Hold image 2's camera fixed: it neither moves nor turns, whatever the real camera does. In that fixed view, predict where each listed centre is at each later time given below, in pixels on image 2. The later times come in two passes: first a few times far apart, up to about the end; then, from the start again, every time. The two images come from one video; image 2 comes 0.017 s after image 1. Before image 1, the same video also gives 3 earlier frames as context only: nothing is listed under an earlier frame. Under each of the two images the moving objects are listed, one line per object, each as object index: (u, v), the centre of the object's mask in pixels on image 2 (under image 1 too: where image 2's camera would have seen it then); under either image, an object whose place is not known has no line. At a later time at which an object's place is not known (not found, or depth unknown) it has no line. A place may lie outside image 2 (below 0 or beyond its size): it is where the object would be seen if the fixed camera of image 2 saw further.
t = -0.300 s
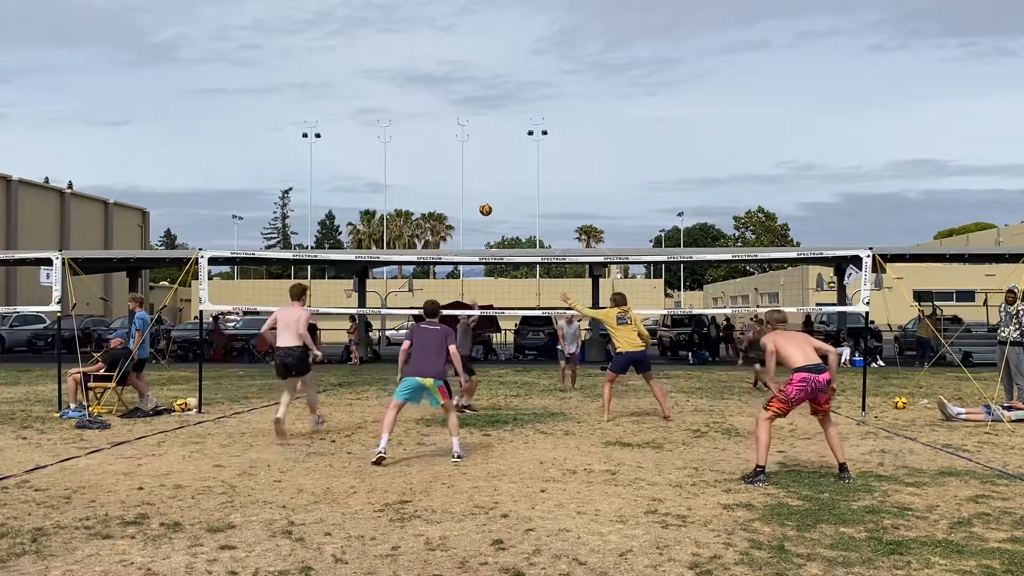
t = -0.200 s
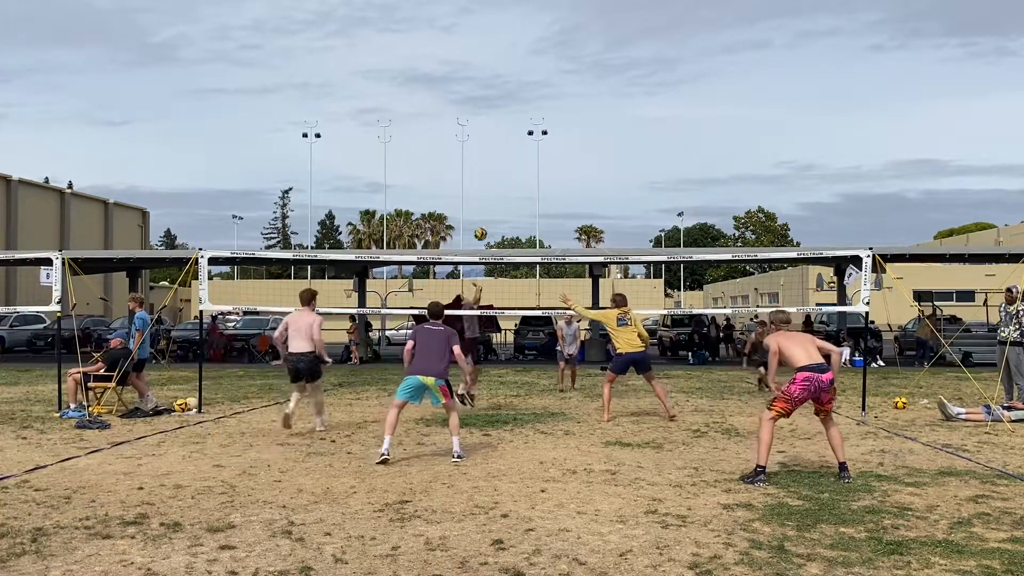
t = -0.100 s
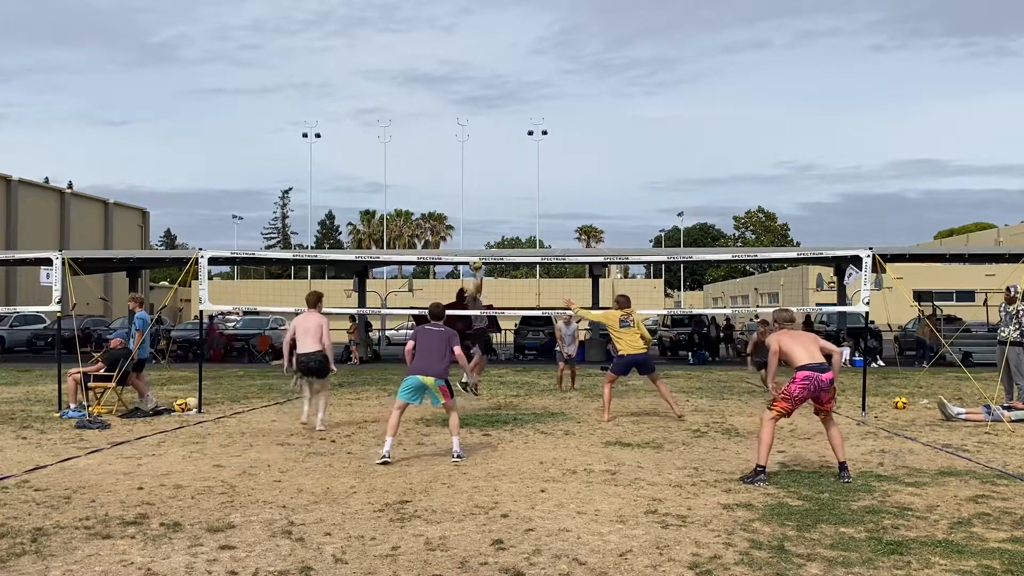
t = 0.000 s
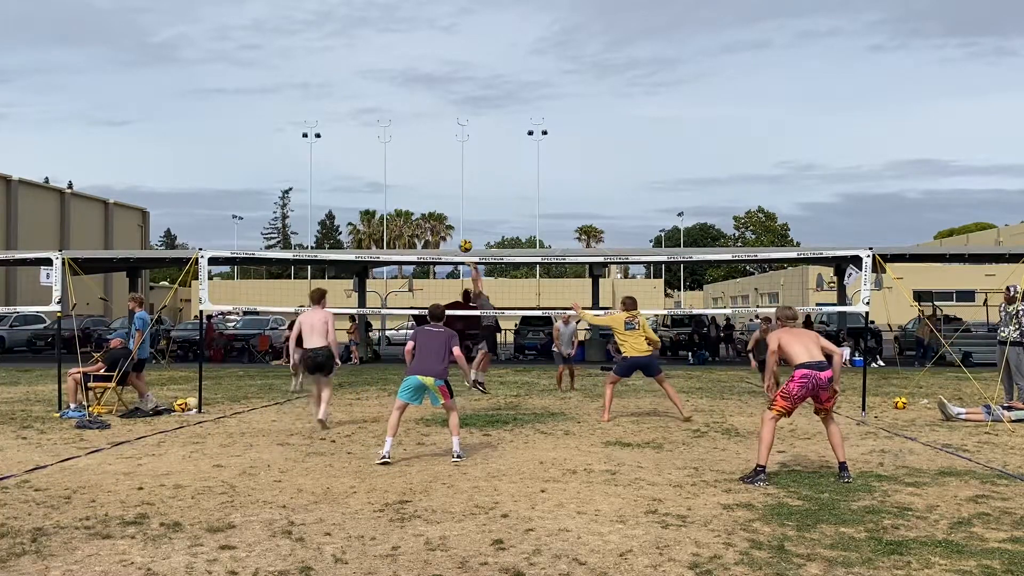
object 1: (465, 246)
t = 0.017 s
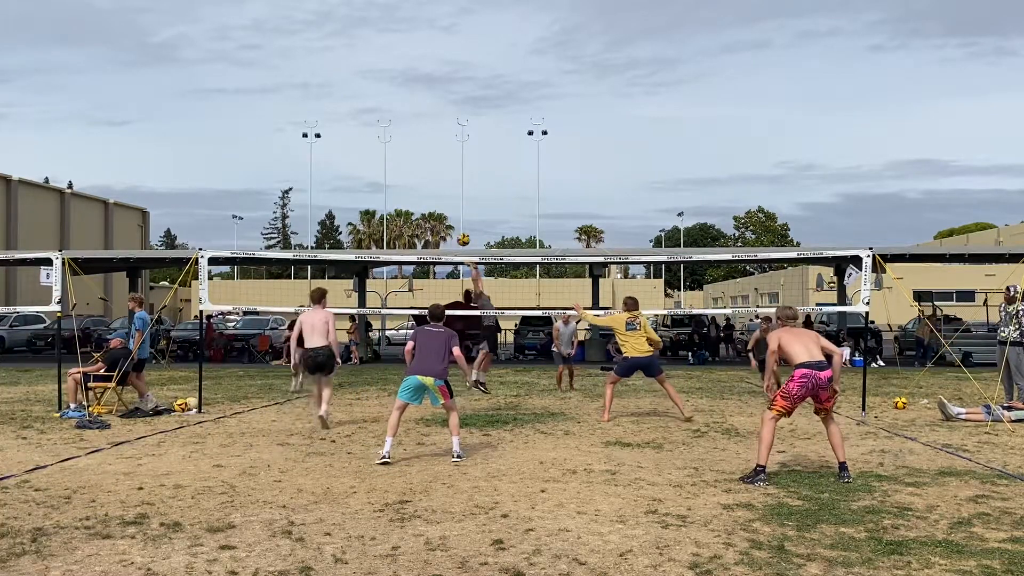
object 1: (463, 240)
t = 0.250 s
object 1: (438, 170)
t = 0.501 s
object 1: (415, 139)
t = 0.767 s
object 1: (395, 146)
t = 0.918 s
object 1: (385, 168)
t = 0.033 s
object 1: (462, 234)
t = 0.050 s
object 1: (459, 228)
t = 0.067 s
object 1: (458, 222)
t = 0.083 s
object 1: (455, 216)
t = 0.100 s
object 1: (454, 211)
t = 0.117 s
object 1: (452, 205)
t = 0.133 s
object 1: (450, 200)
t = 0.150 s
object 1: (448, 196)
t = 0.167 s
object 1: (446, 191)
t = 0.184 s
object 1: (444, 187)
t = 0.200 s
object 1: (443, 182)
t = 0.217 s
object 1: (441, 178)
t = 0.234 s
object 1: (440, 174)
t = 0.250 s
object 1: (438, 170)
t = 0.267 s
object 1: (437, 167)
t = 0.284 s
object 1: (435, 164)
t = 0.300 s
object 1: (433, 161)
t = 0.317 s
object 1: (431, 158)
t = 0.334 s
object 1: (430, 155)
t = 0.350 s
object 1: (428, 153)
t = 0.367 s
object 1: (427, 151)
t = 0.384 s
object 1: (426, 148)
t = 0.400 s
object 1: (424, 146)
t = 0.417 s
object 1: (423, 145)
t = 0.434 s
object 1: (421, 143)
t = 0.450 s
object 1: (420, 142)
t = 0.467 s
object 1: (418, 141)
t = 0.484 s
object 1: (417, 140)
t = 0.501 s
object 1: (415, 139)
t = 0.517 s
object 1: (414, 138)
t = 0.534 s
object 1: (412, 137)
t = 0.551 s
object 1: (411, 137)
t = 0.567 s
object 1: (410, 136)
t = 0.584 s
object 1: (408, 136)
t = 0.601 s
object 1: (407, 136)
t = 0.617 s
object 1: (406, 136)
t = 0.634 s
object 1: (404, 137)
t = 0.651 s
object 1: (403, 138)
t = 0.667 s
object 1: (402, 138)
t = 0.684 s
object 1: (401, 139)
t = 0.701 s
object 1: (400, 140)
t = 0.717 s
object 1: (398, 142)
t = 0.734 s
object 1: (397, 143)
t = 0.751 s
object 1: (396, 144)
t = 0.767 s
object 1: (395, 146)
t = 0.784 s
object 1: (394, 148)
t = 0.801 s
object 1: (392, 150)
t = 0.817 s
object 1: (391, 152)
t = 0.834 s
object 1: (390, 154)
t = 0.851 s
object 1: (389, 157)
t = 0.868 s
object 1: (388, 160)
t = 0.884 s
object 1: (387, 162)
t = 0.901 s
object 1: (386, 165)
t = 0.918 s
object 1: (385, 168)
